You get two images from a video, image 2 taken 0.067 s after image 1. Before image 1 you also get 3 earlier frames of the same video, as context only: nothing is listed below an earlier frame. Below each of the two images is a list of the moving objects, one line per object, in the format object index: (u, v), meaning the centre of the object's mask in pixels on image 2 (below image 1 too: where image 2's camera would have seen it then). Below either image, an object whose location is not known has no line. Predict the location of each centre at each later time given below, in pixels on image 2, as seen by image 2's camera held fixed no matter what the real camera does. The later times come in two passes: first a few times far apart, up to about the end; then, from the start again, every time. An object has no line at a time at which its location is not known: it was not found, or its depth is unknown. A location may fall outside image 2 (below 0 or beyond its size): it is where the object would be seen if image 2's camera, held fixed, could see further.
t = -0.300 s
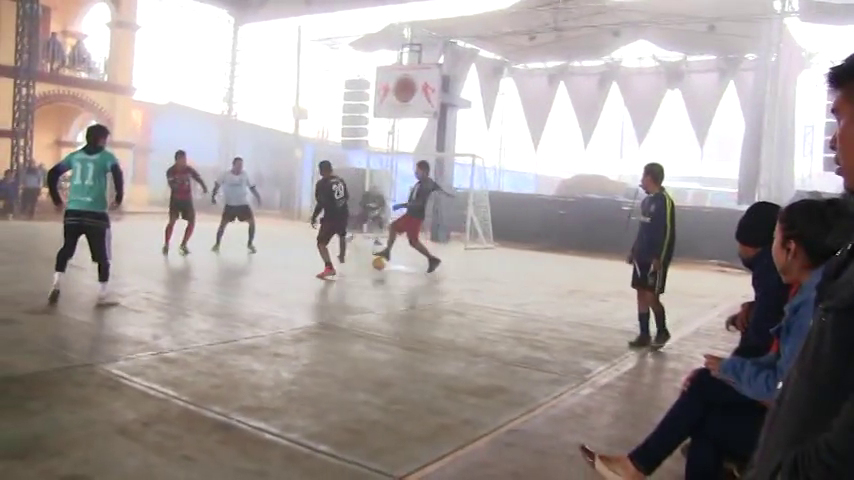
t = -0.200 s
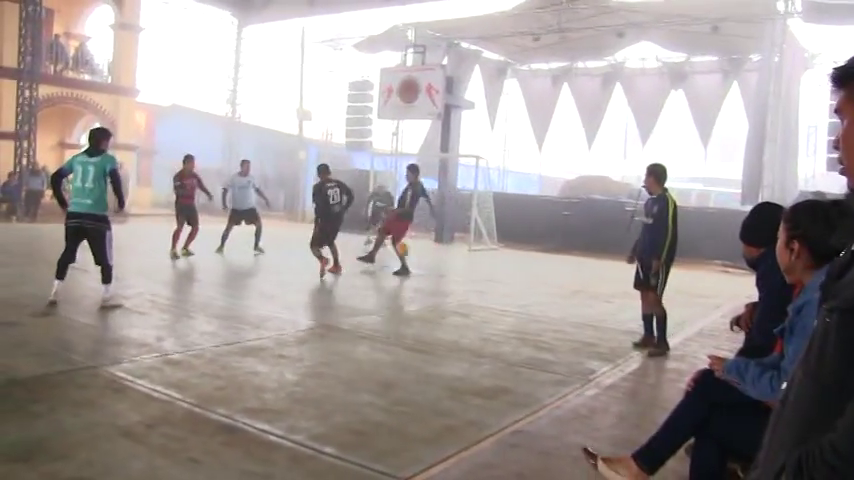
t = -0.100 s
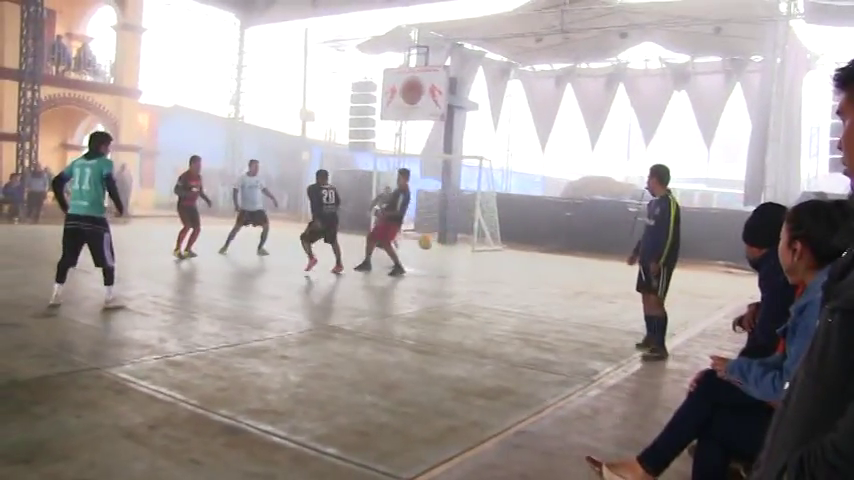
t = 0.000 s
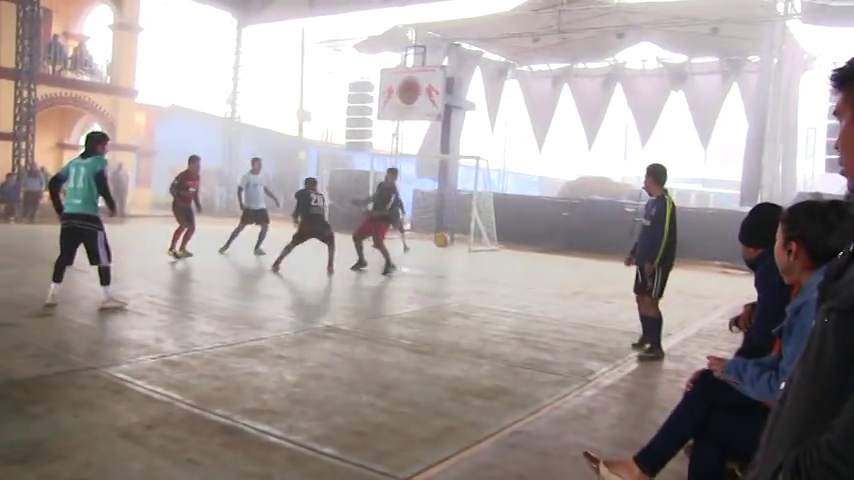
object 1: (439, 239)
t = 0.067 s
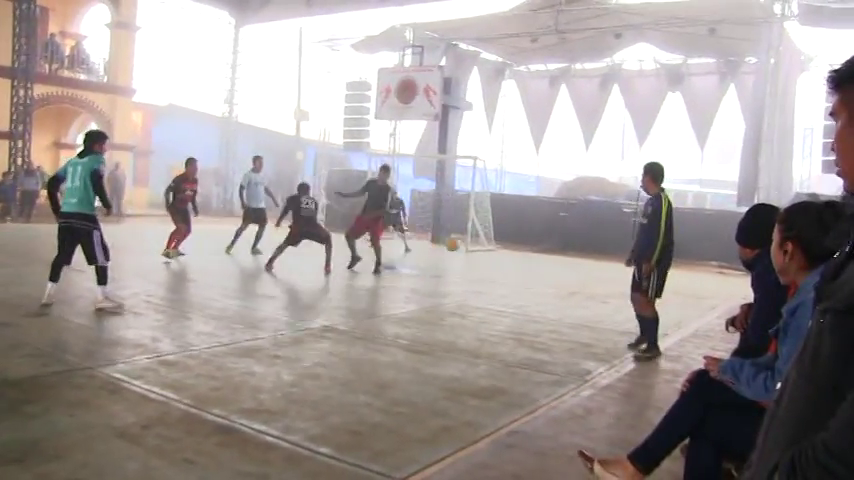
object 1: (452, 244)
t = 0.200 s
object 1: (478, 260)
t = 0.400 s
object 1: (518, 279)
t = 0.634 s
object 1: (569, 276)
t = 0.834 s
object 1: (610, 304)
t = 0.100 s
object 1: (458, 247)
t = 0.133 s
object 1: (464, 250)
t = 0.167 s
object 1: (471, 255)
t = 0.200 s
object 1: (478, 260)
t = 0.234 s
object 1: (485, 267)
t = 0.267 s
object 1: (491, 275)
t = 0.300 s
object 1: (497, 283)
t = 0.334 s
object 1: (504, 288)
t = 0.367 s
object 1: (511, 283)
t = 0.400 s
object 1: (518, 279)
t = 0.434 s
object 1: (525, 276)
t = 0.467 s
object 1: (533, 274)
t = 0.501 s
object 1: (540, 273)
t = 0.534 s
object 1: (547, 273)
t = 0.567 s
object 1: (554, 273)
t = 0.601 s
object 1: (561, 274)
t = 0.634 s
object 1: (569, 276)
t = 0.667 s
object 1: (576, 280)
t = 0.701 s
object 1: (583, 285)
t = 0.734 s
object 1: (590, 290)
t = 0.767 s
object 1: (597, 297)
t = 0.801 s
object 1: (603, 304)
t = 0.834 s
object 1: (610, 304)
